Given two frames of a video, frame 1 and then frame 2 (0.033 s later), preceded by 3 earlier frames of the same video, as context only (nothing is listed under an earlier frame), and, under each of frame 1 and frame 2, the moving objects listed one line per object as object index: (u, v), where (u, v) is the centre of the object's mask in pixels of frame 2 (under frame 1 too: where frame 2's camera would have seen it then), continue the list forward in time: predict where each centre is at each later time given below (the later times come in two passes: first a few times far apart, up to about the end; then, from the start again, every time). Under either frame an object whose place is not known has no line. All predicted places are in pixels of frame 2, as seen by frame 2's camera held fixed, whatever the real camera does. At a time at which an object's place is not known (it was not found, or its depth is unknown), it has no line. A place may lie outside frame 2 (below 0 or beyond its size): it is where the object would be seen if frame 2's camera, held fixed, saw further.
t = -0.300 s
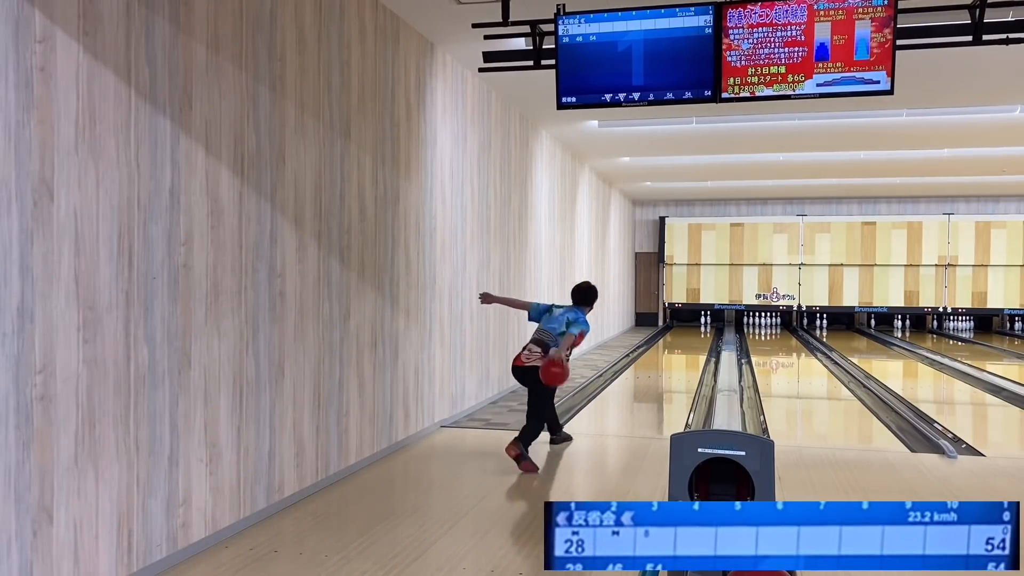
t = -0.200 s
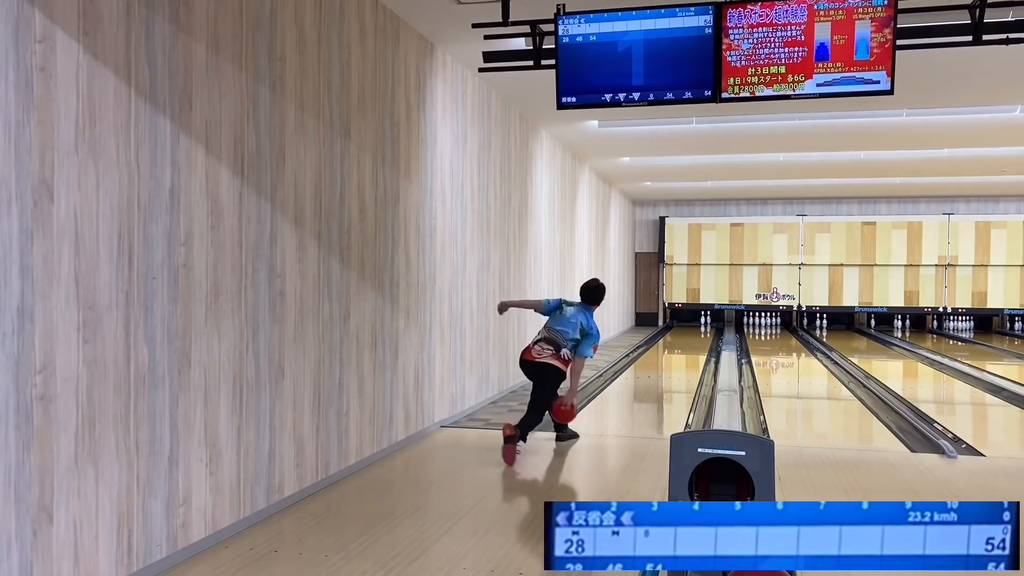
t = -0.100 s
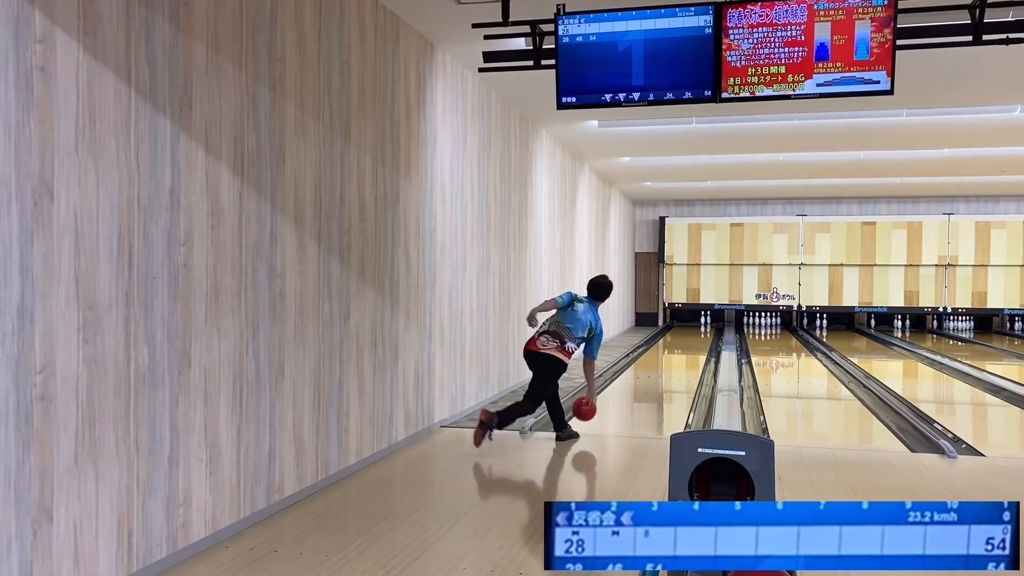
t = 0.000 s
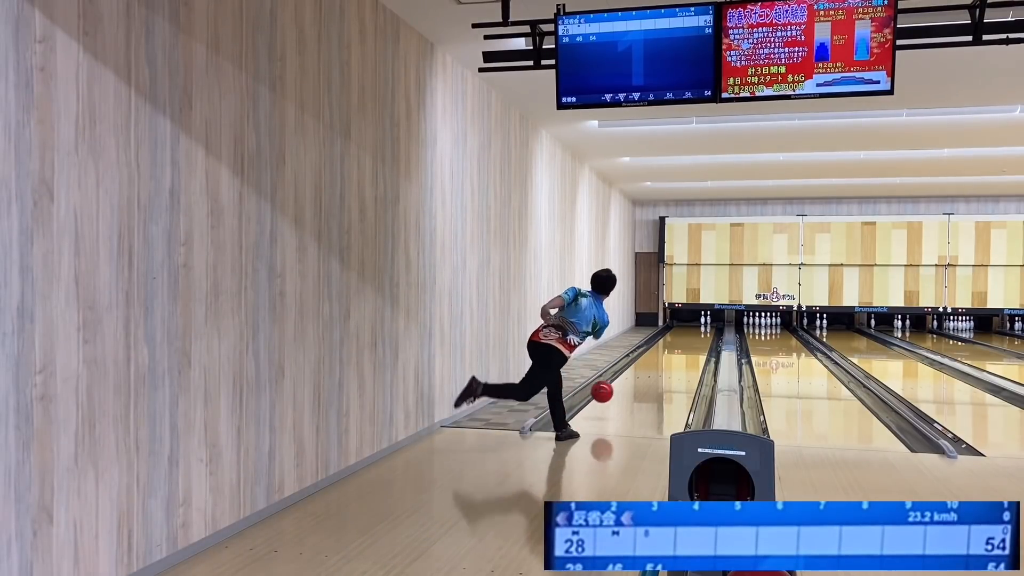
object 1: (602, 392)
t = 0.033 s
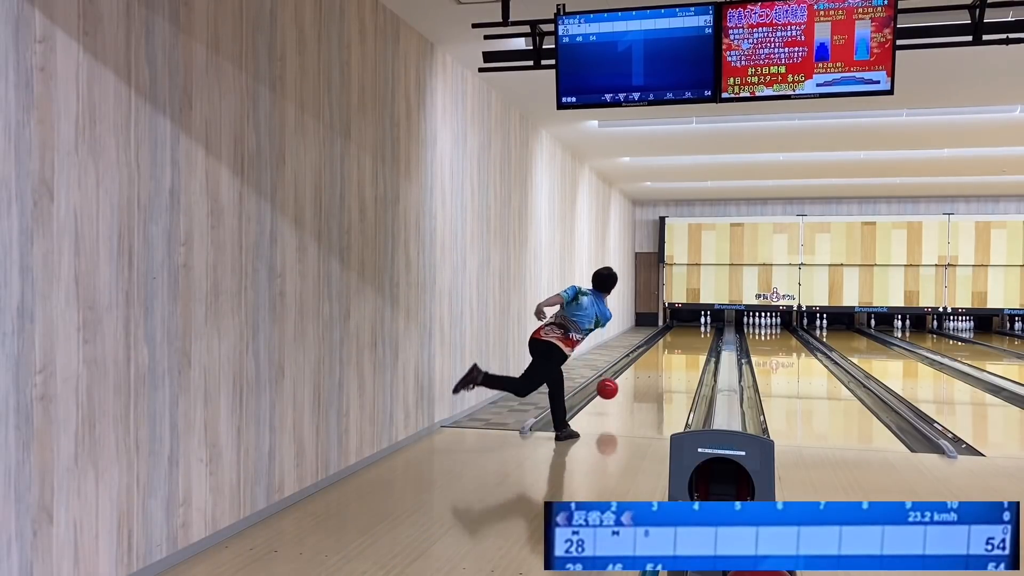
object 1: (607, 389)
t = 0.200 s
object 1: (629, 388)
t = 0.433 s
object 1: (651, 371)
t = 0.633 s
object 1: (665, 360)
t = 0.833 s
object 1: (676, 352)
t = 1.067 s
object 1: (685, 344)
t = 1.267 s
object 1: (692, 338)
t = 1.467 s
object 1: (697, 334)
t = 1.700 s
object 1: (702, 329)
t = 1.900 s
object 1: (704, 326)
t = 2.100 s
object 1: (706, 323)
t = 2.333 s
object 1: (710, 320)
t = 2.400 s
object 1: (712, 320)
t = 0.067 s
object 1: (612, 387)
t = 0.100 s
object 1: (617, 386)
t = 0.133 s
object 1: (621, 387)
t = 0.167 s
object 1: (625, 388)
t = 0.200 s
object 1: (629, 388)
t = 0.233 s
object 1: (633, 384)
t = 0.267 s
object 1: (636, 382)
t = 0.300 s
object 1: (639, 380)
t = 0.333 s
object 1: (642, 378)
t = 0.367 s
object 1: (645, 376)
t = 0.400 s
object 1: (648, 373)
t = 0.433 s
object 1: (651, 371)
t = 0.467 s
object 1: (653, 369)
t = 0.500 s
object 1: (656, 367)
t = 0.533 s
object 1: (658, 365)
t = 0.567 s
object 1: (660, 364)
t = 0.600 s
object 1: (663, 362)
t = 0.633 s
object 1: (665, 360)
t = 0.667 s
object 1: (667, 359)
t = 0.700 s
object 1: (669, 357)
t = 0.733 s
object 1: (670, 356)
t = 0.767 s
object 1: (672, 354)
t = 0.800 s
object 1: (674, 353)
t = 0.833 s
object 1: (676, 352)
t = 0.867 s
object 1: (677, 351)
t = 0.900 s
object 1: (679, 349)
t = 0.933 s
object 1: (680, 348)
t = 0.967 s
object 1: (681, 347)
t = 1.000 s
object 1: (683, 346)
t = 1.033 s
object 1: (684, 345)
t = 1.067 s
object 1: (685, 344)
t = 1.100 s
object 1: (686, 343)
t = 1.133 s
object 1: (688, 342)
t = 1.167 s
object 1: (689, 341)
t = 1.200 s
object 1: (690, 340)
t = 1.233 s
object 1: (691, 339)
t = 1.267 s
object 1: (692, 338)
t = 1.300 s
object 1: (694, 338)
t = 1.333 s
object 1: (694, 337)
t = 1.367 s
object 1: (695, 336)
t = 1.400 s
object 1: (696, 335)
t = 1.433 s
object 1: (697, 335)
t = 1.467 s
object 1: (697, 334)
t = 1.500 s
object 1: (698, 333)
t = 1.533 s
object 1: (699, 332)
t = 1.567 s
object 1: (700, 331)
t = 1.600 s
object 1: (700, 331)
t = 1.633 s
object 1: (701, 330)
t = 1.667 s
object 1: (701, 330)
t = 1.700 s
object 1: (702, 329)
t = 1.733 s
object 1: (703, 329)
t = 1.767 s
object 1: (703, 328)
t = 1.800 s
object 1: (704, 328)
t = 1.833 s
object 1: (704, 327)
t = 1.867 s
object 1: (704, 326)
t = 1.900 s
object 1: (704, 326)
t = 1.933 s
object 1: (705, 325)
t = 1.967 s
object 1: (705, 325)
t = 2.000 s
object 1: (705, 324)
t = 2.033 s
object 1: (705, 324)
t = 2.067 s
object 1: (706, 324)
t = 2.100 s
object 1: (706, 323)
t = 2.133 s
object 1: (706, 323)
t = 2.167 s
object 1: (706, 323)
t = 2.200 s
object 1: (706, 322)
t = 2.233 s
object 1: (706, 322)
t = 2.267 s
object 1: (707, 321)
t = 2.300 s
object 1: (708, 320)
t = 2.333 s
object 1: (710, 320)
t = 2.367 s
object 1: (711, 319)
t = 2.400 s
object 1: (712, 320)
